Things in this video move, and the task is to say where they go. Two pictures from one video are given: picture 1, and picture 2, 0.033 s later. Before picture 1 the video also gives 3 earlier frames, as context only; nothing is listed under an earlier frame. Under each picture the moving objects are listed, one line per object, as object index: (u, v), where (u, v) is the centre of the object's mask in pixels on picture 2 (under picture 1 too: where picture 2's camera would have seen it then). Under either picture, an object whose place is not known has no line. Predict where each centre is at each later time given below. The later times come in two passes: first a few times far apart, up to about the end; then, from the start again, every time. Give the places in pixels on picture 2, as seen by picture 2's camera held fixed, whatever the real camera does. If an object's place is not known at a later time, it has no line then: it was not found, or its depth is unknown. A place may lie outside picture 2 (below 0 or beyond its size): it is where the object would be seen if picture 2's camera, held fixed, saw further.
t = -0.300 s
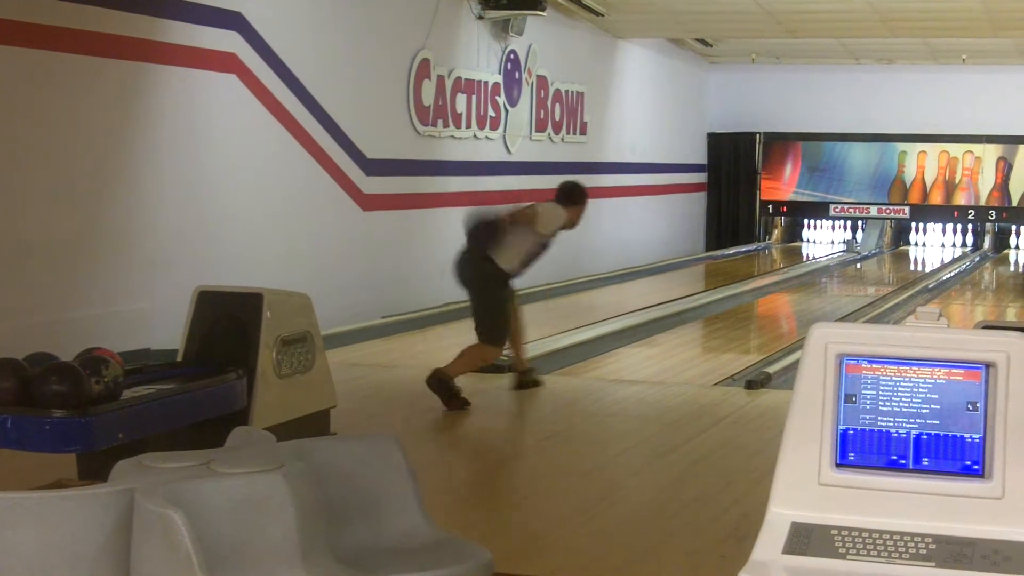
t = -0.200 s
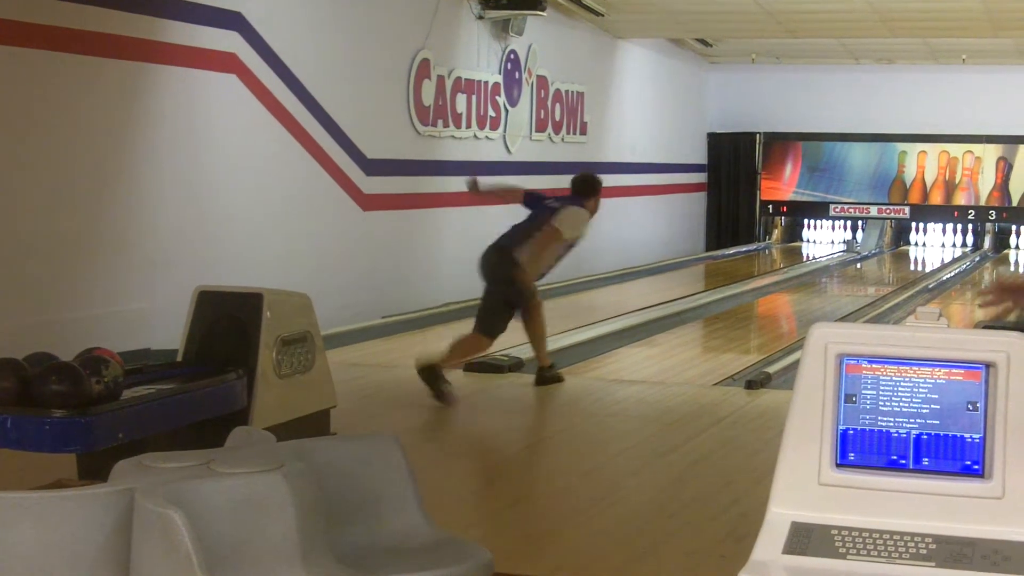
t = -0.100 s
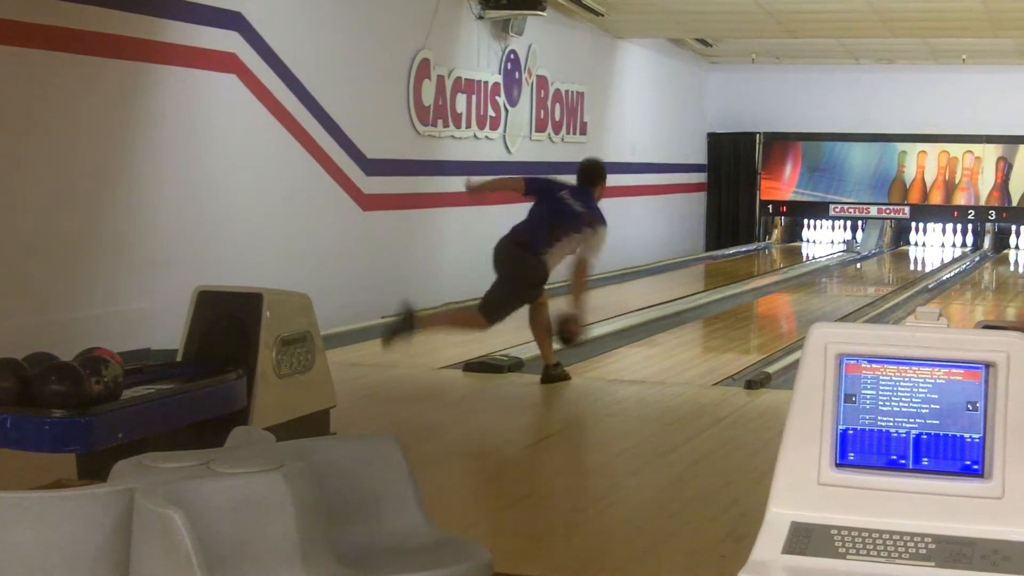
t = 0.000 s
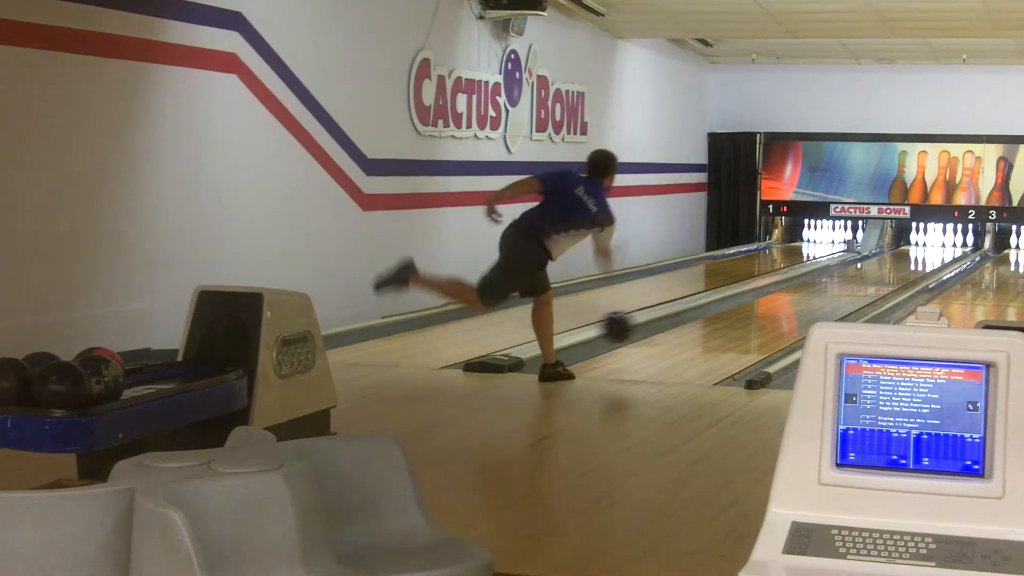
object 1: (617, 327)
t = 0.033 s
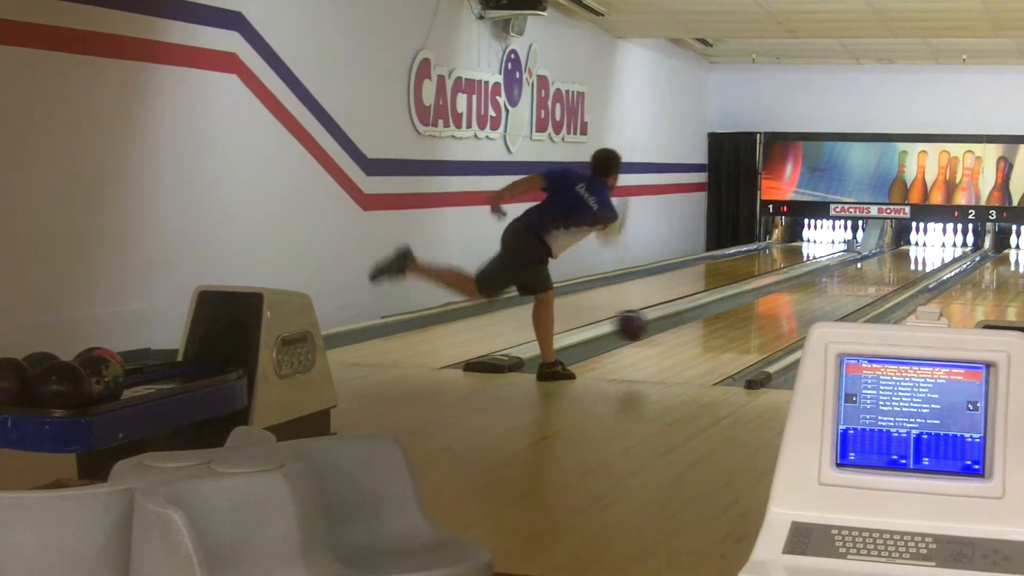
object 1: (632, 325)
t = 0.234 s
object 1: (701, 329)
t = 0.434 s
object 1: (756, 311)
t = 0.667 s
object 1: (807, 296)
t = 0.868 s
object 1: (841, 285)
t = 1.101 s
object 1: (874, 275)
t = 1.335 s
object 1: (898, 267)
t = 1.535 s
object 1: (916, 260)
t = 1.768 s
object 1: (931, 254)
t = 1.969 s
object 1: (939, 248)
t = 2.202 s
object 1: (941, 244)
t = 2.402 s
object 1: (943, 240)
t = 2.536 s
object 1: (943, 239)
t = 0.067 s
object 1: (644, 326)
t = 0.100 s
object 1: (656, 327)
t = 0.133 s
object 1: (668, 330)
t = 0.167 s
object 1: (680, 334)
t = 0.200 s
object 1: (691, 331)
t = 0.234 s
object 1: (701, 329)
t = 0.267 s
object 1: (712, 326)
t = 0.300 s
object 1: (721, 322)
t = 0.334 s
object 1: (730, 319)
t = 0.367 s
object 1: (740, 316)
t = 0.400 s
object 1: (748, 313)
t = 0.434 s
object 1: (756, 311)
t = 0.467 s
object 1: (765, 308)
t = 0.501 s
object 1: (772, 306)
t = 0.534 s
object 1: (780, 304)
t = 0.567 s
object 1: (787, 302)
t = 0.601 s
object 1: (794, 300)
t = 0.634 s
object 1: (800, 298)
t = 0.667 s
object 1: (807, 296)
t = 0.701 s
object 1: (813, 294)
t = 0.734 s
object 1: (819, 292)
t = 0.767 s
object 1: (825, 290)
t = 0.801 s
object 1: (830, 288)
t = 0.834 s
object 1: (836, 286)
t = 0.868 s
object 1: (841, 285)
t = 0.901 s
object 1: (846, 283)
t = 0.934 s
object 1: (851, 282)
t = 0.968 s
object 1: (856, 280)
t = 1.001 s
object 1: (861, 279)
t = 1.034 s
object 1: (865, 277)
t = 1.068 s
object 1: (869, 276)
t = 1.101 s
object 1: (874, 275)
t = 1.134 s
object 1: (878, 273)
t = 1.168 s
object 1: (882, 272)
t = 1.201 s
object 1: (885, 271)
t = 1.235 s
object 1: (889, 270)
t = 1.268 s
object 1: (892, 269)
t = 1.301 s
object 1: (895, 268)
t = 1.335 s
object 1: (898, 267)
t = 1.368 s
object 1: (901, 265)
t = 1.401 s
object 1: (905, 264)
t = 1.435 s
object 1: (908, 263)
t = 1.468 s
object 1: (911, 262)
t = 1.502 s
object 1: (914, 261)
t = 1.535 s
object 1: (916, 260)
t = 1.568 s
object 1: (919, 259)
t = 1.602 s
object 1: (920, 258)
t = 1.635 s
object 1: (923, 257)
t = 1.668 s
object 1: (925, 256)
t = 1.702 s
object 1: (927, 255)
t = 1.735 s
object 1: (929, 254)
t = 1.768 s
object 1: (931, 254)
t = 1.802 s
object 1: (932, 253)
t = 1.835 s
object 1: (934, 252)
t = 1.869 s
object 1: (936, 251)
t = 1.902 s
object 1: (937, 249)
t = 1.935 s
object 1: (938, 248)
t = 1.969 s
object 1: (939, 248)
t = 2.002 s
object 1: (939, 248)
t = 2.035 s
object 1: (940, 247)
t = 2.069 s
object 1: (940, 246)
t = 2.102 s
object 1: (941, 245)
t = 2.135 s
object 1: (941, 245)
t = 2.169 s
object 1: (941, 244)
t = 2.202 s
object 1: (941, 244)
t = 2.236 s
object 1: (941, 243)
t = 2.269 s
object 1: (941, 244)
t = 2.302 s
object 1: (942, 242)
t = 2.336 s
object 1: (943, 241)
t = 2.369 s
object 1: (943, 241)
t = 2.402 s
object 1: (943, 240)
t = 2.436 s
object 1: (944, 240)
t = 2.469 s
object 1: (944, 240)
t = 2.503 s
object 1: (945, 240)
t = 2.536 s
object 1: (943, 239)
